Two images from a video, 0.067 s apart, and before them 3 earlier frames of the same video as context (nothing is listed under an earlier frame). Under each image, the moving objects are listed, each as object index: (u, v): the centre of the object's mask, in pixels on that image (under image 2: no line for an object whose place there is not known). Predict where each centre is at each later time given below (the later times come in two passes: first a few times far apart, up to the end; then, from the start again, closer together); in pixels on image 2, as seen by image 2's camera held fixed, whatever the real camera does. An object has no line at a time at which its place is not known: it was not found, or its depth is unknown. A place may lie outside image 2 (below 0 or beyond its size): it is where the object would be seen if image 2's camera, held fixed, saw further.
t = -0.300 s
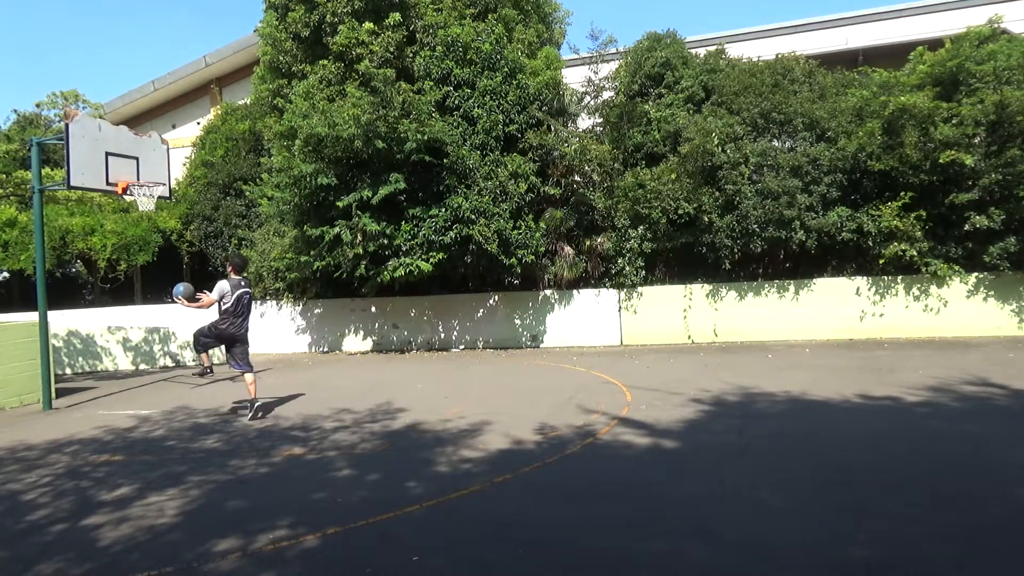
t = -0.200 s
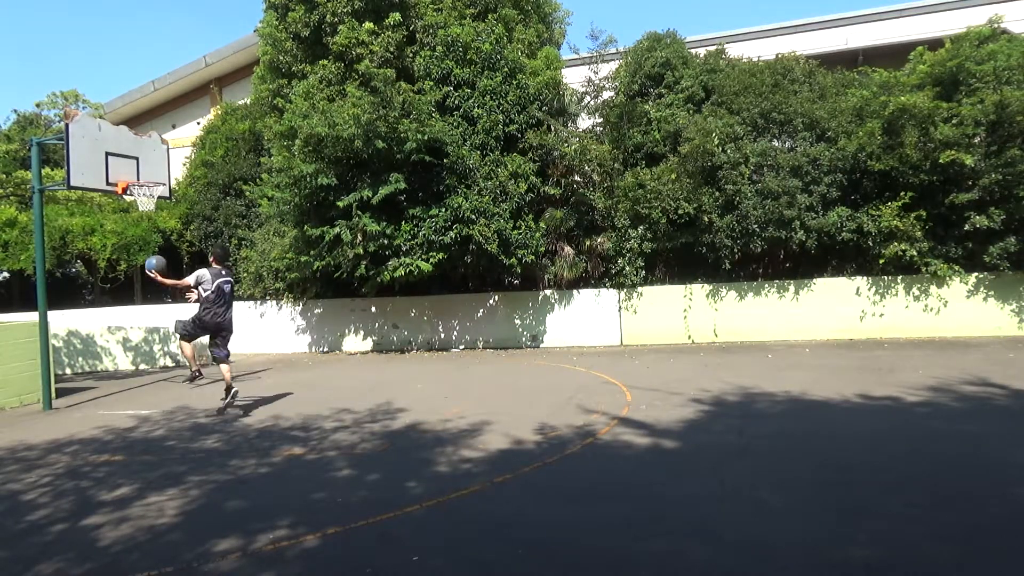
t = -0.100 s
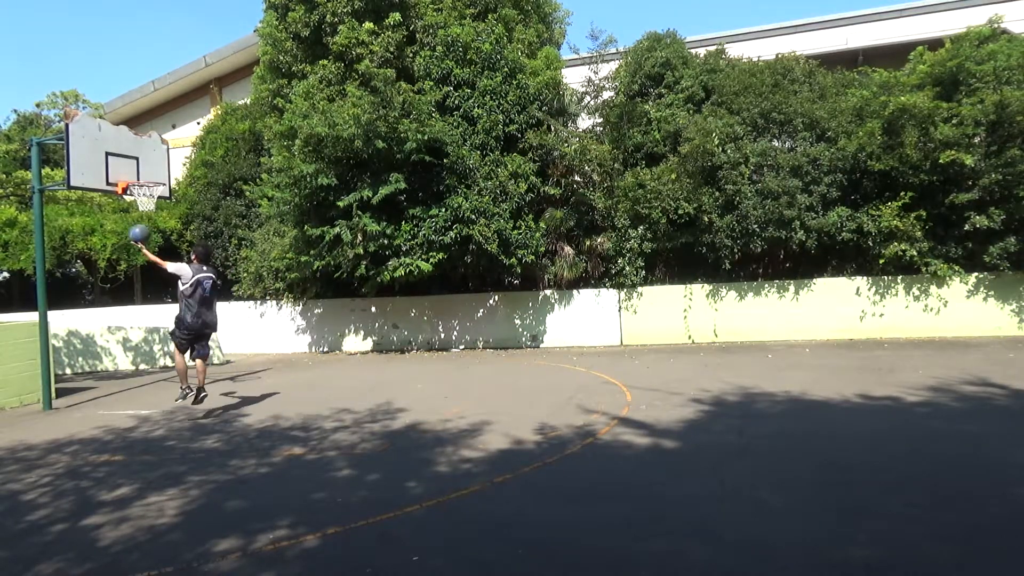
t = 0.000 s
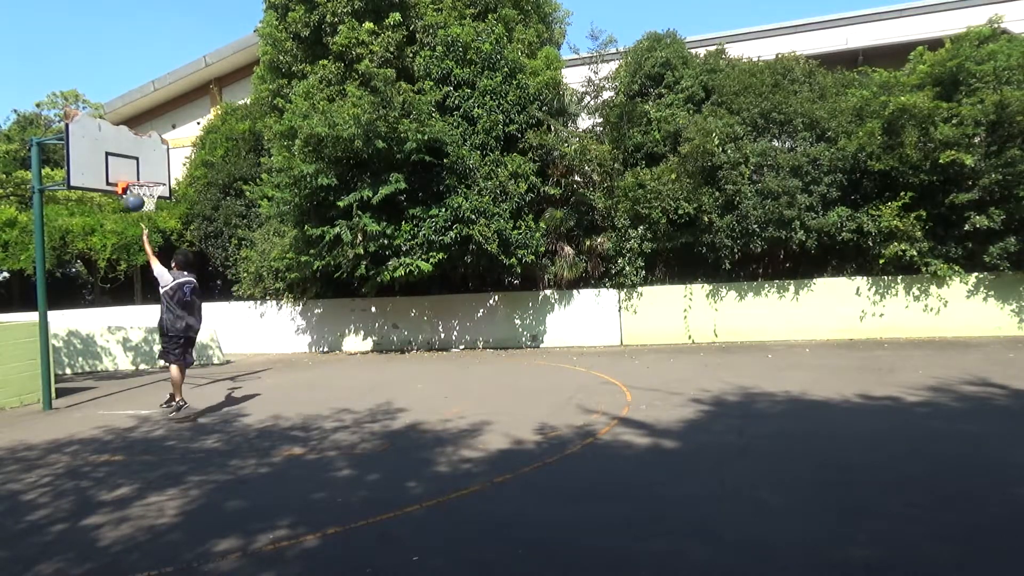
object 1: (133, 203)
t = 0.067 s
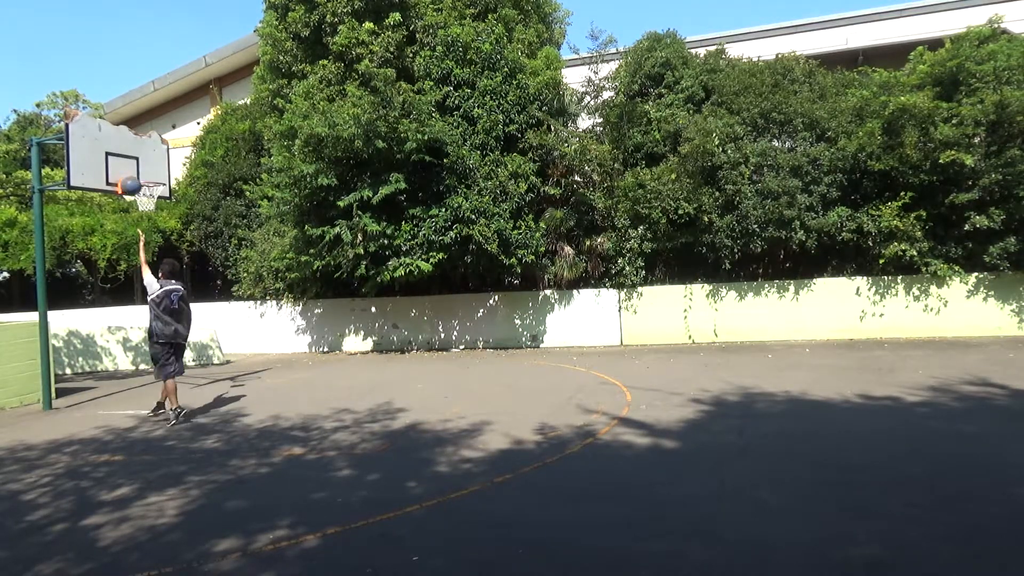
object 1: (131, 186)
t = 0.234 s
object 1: (124, 161)
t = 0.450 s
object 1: (117, 161)
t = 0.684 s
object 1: (137, 172)
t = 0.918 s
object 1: (148, 184)
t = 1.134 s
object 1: (141, 201)
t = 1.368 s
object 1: (145, 228)
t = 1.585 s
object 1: (152, 291)
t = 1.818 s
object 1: (162, 398)
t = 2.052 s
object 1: (170, 323)
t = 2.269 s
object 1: (178, 276)
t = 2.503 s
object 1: (191, 264)
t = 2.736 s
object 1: (206, 291)
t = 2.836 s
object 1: (213, 315)
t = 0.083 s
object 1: (130, 182)
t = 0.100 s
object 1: (129, 179)
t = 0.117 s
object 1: (129, 175)
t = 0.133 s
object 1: (128, 173)
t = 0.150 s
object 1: (127, 170)
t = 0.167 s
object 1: (126, 168)
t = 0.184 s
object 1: (126, 165)
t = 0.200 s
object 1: (125, 164)
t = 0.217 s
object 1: (125, 162)
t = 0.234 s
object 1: (124, 161)
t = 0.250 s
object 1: (123, 160)
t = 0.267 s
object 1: (123, 159)
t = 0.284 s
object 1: (122, 158)
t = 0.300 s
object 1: (122, 157)
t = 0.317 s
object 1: (121, 157)
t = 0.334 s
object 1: (121, 157)
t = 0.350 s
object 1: (120, 157)
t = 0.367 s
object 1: (120, 157)
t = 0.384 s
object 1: (119, 157)
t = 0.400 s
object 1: (119, 158)
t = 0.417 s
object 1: (119, 159)
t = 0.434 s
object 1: (118, 159)
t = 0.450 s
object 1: (117, 161)
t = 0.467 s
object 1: (117, 162)
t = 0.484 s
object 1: (117, 164)
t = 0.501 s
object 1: (117, 166)
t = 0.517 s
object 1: (118, 167)
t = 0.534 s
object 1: (120, 168)
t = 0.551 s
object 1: (122, 169)
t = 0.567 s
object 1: (124, 170)
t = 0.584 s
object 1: (126, 172)
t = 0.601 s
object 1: (128, 173)
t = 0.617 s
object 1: (130, 173)
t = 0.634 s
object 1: (132, 172)
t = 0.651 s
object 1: (134, 172)
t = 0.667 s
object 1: (135, 172)
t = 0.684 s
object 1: (137, 172)
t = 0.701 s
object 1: (139, 173)
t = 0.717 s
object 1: (141, 173)
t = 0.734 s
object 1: (142, 173)
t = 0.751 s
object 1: (144, 174)
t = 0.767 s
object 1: (146, 175)
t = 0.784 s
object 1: (148, 176)
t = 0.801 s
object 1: (150, 176)
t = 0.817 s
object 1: (152, 179)
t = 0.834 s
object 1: (153, 181)
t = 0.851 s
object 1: (152, 182)
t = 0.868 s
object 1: (151, 182)
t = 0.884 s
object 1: (150, 182)
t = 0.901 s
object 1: (150, 183)
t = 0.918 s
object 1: (148, 184)
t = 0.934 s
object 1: (149, 185)
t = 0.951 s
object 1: (146, 187)
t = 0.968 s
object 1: (146, 189)
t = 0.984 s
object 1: (145, 189)
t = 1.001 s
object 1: (144, 191)
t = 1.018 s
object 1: (143, 191)
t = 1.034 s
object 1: (146, 192)
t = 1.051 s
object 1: (141, 192)
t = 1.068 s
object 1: (141, 197)
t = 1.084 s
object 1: (143, 202)
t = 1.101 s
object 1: (142, 202)
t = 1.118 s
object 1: (140, 201)
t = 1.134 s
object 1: (141, 201)
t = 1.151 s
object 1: (141, 201)
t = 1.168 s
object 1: (141, 201)
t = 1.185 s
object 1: (141, 202)
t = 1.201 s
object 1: (142, 203)
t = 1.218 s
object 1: (142, 204)
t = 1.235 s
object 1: (142, 206)
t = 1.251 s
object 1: (142, 208)
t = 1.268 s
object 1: (143, 210)
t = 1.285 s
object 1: (144, 212)
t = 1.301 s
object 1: (144, 215)
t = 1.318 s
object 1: (145, 218)
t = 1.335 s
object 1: (145, 221)
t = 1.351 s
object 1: (145, 224)
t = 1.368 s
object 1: (145, 228)
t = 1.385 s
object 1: (146, 231)
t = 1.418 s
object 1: (146, 239)
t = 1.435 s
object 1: (146, 243)
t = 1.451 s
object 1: (148, 249)
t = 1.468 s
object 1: (149, 253)
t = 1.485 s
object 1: (149, 258)
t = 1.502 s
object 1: (150, 263)
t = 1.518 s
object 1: (150, 269)
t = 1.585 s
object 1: (152, 291)
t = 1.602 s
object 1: (153, 298)
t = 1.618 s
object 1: (154, 304)
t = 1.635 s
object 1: (154, 311)
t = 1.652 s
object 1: (155, 319)
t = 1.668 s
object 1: (155, 325)
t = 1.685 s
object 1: (156, 333)
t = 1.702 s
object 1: (157, 340)
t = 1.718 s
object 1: (158, 348)
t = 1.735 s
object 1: (158, 356)
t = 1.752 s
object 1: (158, 363)
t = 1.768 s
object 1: (159, 372)
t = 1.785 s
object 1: (160, 380)
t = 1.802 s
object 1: (161, 389)
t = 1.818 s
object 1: (162, 398)
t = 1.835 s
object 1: (163, 403)
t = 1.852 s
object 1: (163, 396)
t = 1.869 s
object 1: (163, 389)
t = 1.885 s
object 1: (163, 382)
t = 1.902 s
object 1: (165, 375)
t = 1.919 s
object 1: (165, 369)
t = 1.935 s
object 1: (166, 362)
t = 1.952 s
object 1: (166, 356)
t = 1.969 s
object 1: (167, 350)
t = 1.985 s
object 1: (168, 344)
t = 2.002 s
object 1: (168, 338)
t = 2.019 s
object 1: (169, 333)
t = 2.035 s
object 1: (169, 328)
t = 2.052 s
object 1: (170, 323)
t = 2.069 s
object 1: (170, 318)
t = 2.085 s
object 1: (171, 313)
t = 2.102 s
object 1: (172, 308)
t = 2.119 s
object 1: (172, 304)
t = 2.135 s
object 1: (173, 300)
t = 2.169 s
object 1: (174, 293)
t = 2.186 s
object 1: (175, 289)
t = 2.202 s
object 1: (176, 286)
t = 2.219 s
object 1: (176, 282)
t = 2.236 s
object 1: (177, 280)
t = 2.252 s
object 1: (178, 278)
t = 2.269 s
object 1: (178, 276)
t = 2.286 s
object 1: (180, 273)
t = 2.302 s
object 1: (180, 271)
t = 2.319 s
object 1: (181, 269)
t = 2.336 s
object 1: (182, 268)
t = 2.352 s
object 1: (183, 267)
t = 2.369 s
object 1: (184, 266)
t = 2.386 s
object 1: (185, 265)
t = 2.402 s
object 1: (186, 264)
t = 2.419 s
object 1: (187, 263)
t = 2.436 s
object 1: (188, 263)
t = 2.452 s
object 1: (189, 263)
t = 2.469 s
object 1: (189, 263)
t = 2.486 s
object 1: (190, 263)
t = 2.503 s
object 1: (191, 264)
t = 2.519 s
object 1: (192, 264)
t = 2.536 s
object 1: (193, 265)
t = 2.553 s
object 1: (194, 266)
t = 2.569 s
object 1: (195, 267)
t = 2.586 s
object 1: (196, 269)
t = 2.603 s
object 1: (197, 271)
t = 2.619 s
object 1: (198, 272)
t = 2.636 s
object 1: (199, 274)
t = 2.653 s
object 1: (200, 277)
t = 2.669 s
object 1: (202, 279)
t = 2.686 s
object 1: (203, 282)
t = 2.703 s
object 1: (203, 285)
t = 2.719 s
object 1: (205, 288)
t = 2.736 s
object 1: (206, 291)
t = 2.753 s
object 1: (207, 294)
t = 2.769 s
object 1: (208, 298)
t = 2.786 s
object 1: (209, 302)
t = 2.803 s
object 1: (211, 306)
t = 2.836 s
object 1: (213, 315)
